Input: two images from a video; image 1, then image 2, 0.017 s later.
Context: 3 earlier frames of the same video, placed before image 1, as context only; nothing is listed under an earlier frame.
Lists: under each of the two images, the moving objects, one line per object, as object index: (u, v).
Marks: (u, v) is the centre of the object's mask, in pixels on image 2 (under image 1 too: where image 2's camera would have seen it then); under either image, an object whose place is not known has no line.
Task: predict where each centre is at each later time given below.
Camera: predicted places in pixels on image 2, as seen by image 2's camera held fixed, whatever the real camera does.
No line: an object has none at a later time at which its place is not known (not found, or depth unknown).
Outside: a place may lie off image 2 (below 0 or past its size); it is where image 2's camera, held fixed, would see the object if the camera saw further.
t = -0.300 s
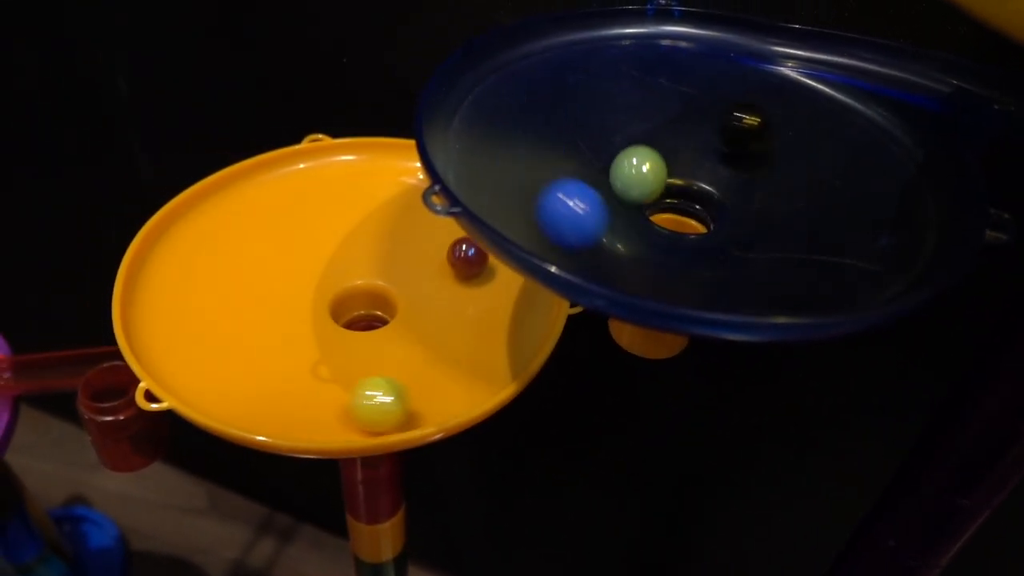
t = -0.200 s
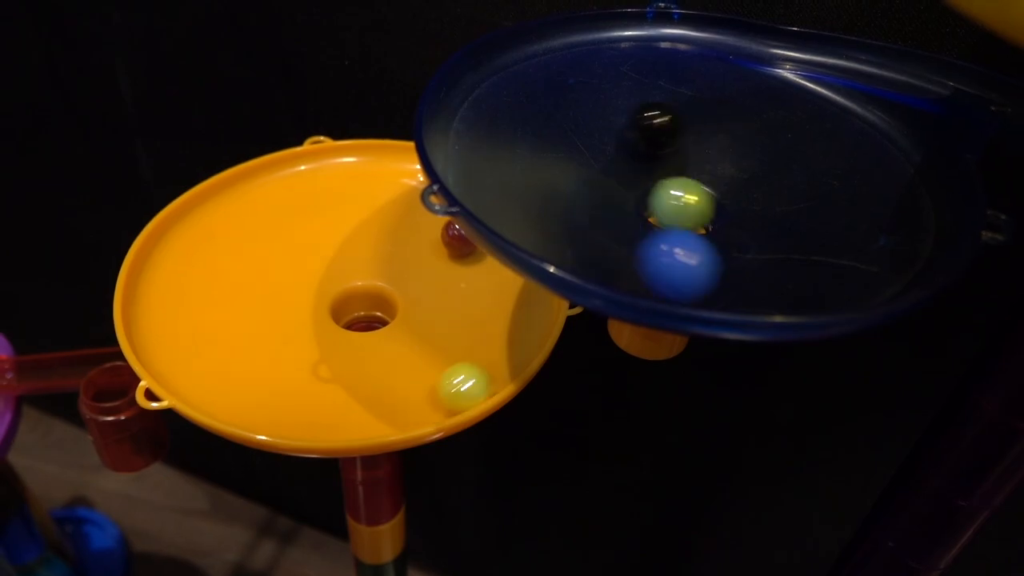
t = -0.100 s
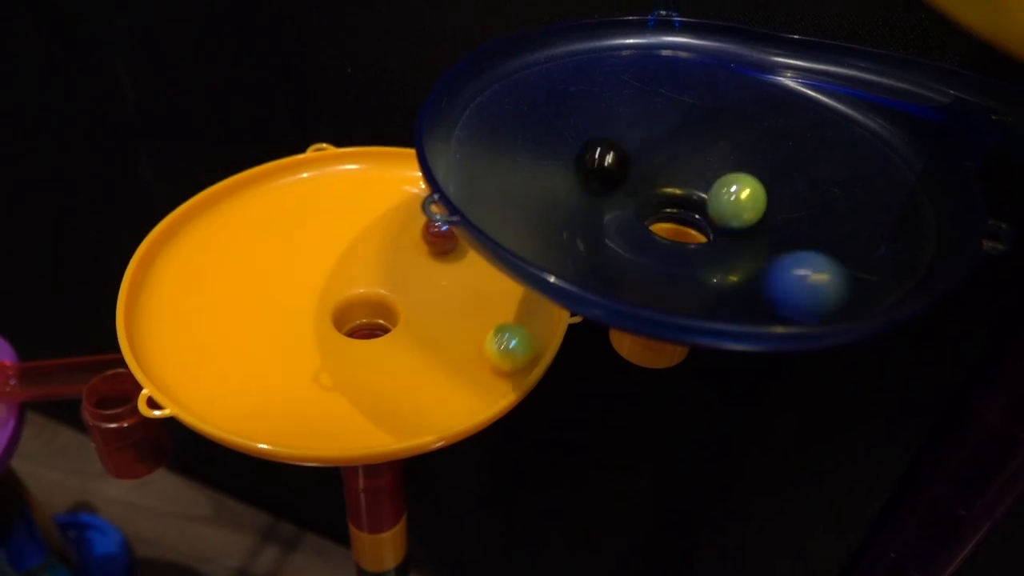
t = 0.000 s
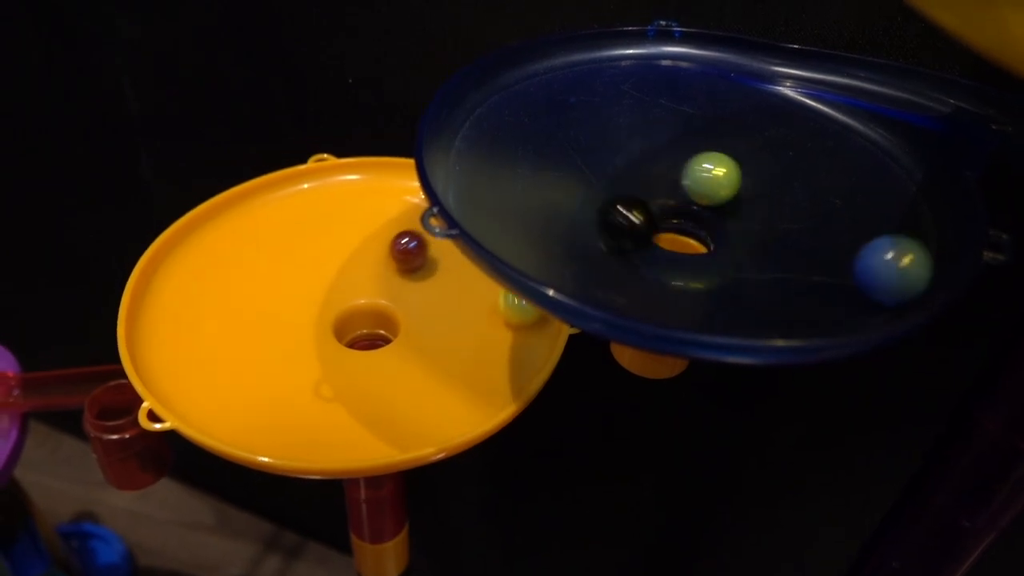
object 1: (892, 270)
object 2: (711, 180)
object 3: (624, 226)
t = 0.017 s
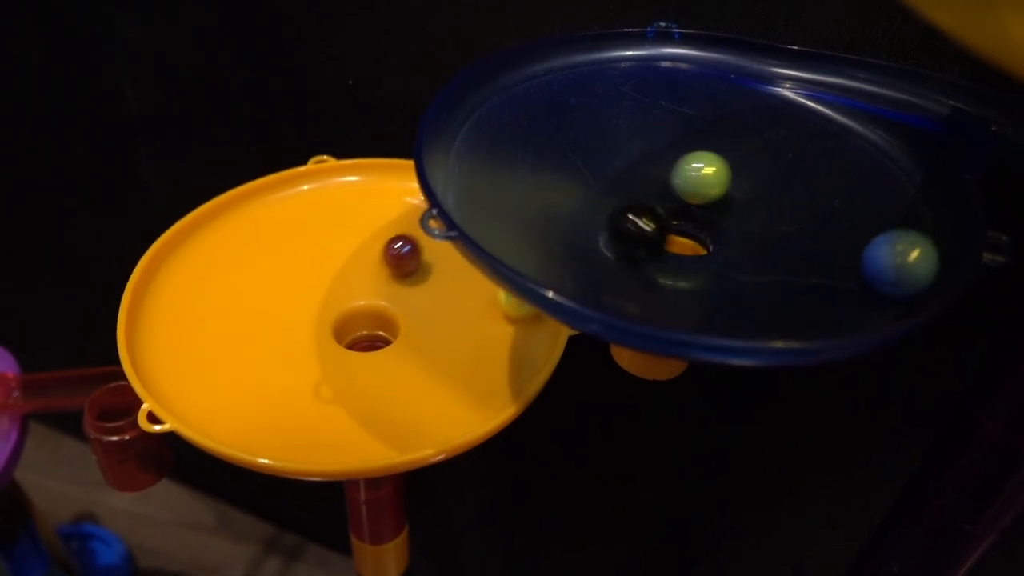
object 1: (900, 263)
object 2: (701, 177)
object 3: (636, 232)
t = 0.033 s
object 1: (906, 254)
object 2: (690, 176)
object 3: (650, 238)
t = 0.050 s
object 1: (911, 246)
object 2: (679, 176)
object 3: (663, 241)
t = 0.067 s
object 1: (913, 238)
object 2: (669, 178)
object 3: (677, 241)
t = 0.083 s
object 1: (914, 229)
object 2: (660, 181)
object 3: (697, 248)
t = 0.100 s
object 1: (913, 221)
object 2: (653, 186)
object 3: (710, 252)
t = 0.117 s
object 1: (909, 212)
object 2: (648, 192)
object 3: (724, 253)
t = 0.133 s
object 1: (905, 203)
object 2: (646, 198)
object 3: (738, 250)
